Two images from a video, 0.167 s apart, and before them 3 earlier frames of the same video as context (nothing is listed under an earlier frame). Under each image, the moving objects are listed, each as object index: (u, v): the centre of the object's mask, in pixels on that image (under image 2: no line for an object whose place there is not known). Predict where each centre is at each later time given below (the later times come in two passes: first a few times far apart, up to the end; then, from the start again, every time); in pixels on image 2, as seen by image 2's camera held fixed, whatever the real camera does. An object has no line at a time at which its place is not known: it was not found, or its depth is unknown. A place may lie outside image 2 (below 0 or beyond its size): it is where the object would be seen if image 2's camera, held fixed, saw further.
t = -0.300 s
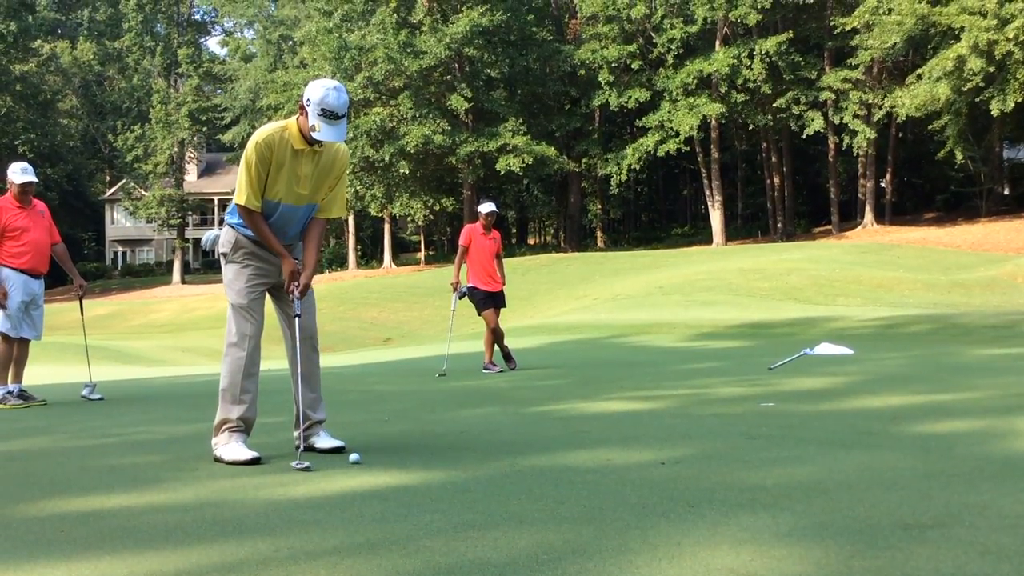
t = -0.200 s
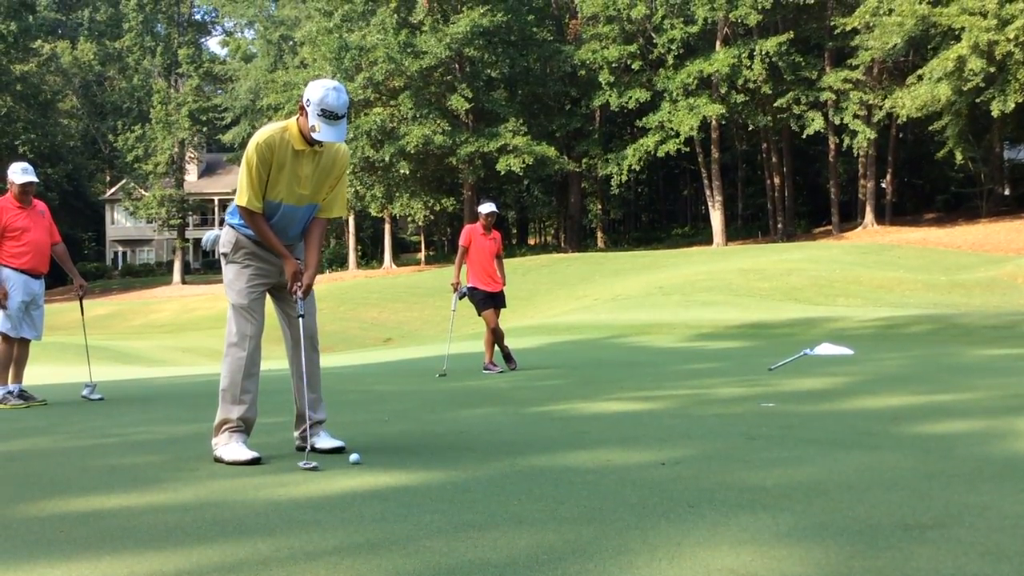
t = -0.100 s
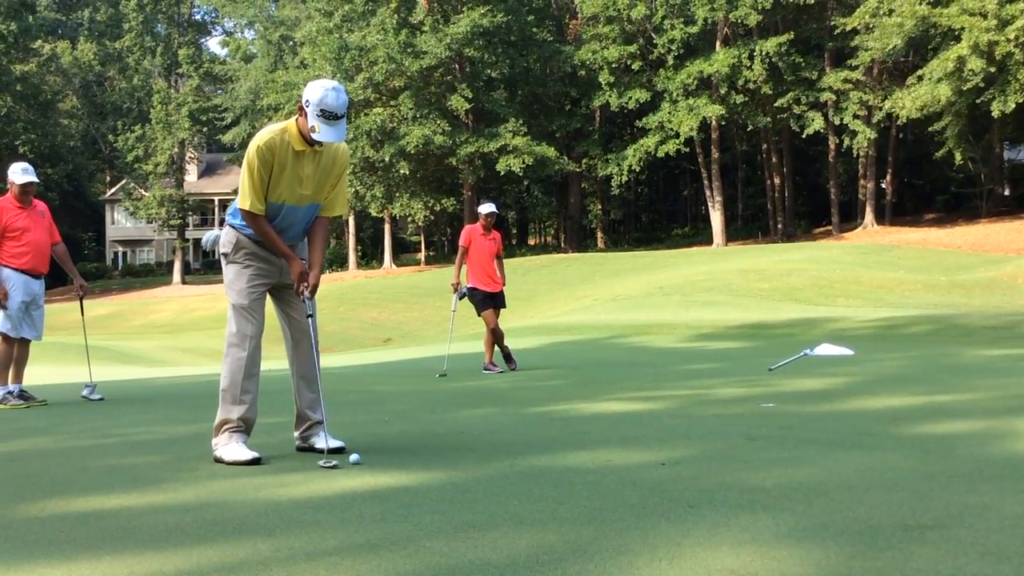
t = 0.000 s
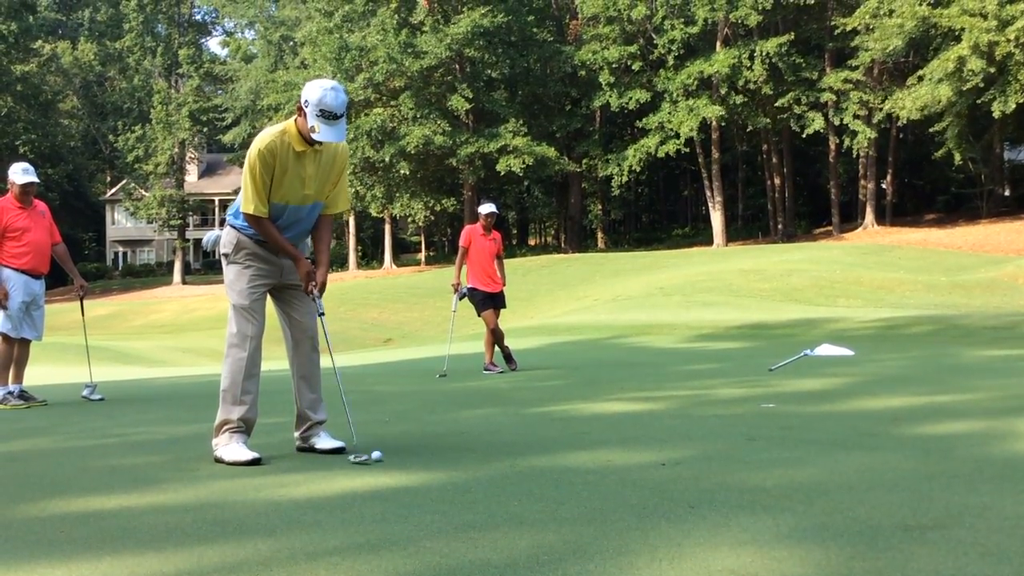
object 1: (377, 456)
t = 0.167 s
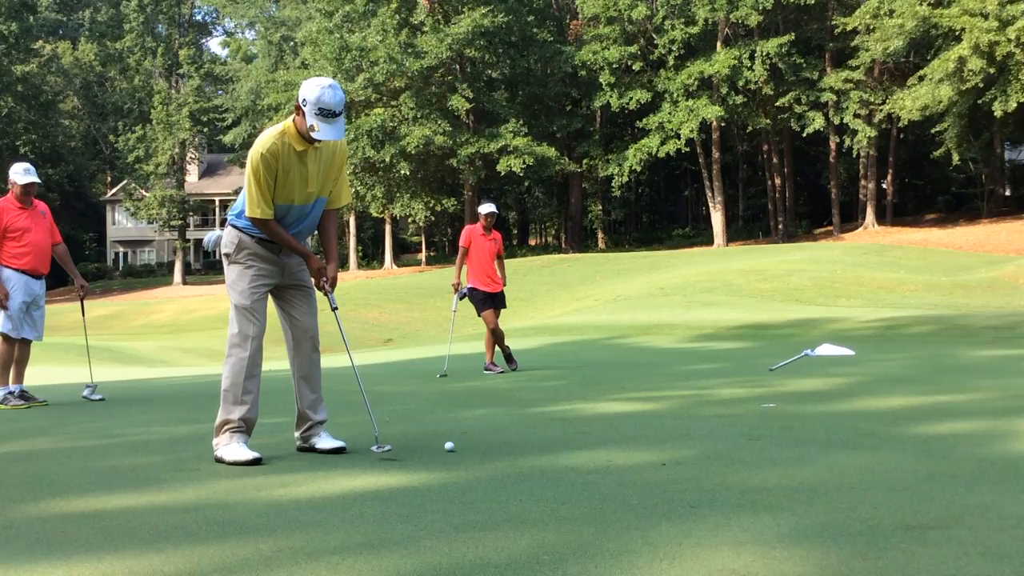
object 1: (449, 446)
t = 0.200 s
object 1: (461, 445)
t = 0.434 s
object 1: (529, 436)
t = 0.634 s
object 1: (578, 430)
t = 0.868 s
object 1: (627, 423)
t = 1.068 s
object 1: (662, 419)
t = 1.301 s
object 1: (695, 414)
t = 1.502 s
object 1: (717, 410)
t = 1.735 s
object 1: (739, 406)
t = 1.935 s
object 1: (754, 403)
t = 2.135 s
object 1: (769, 405)
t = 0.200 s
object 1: (461, 445)
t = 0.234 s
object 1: (471, 443)
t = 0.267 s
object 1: (481, 442)
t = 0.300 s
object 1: (492, 441)
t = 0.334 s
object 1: (501, 440)
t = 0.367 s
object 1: (511, 438)
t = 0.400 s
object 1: (520, 437)
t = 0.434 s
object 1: (529, 436)
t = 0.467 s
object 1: (538, 435)
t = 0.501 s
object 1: (546, 434)
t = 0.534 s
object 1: (554, 432)
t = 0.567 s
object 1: (562, 432)
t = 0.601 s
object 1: (570, 431)
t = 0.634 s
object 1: (578, 430)
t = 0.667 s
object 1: (586, 429)
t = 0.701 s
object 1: (593, 428)
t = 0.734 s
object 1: (600, 427)
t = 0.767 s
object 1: (607, 426)
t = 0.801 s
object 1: (614, 425)
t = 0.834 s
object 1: (621, 424)
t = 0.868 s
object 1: (627, 423)
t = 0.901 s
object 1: (633, 422)
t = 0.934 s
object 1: (639, 421)
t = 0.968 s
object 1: (645, 420)
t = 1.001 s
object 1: (651, 420)
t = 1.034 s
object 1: (656, 419)
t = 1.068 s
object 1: (662, 419)
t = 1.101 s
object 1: (667, 418)
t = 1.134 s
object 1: (672, 417)
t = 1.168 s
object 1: (676, 416)
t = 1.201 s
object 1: (681, 416)
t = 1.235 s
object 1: (686, 415)
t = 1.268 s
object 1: (690, 414)
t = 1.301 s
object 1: (695, 414)
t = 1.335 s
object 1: (698, 413)
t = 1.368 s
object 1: (702, 412)
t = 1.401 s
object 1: (706, 412)
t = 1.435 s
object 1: (710, 411)
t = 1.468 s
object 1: (714, 410)
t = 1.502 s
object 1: (717, 410)
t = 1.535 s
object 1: (721, 409)
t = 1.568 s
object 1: (724, 409)
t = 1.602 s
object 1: (727, 408)
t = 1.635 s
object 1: (731, 407)
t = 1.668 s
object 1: (734, 407)
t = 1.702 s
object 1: (737, 406)
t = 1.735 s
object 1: (739, 406)
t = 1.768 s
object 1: (742, 405)
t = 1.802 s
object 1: (745, 405)
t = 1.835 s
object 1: (747, 405)
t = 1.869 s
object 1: (750, 404)
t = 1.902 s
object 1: (753, 404)
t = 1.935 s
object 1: (754, 403)
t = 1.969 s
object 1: (757, 402)
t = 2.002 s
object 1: (759, 402)
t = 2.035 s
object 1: (760, 402)
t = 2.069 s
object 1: (763, 402)
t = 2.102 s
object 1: (765, 404)
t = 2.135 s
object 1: (769, 405)
